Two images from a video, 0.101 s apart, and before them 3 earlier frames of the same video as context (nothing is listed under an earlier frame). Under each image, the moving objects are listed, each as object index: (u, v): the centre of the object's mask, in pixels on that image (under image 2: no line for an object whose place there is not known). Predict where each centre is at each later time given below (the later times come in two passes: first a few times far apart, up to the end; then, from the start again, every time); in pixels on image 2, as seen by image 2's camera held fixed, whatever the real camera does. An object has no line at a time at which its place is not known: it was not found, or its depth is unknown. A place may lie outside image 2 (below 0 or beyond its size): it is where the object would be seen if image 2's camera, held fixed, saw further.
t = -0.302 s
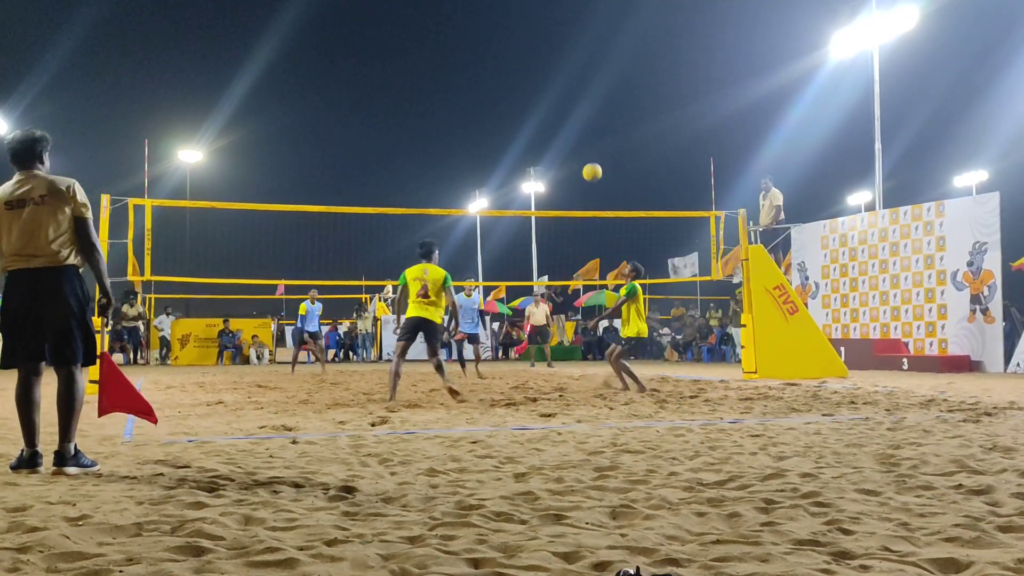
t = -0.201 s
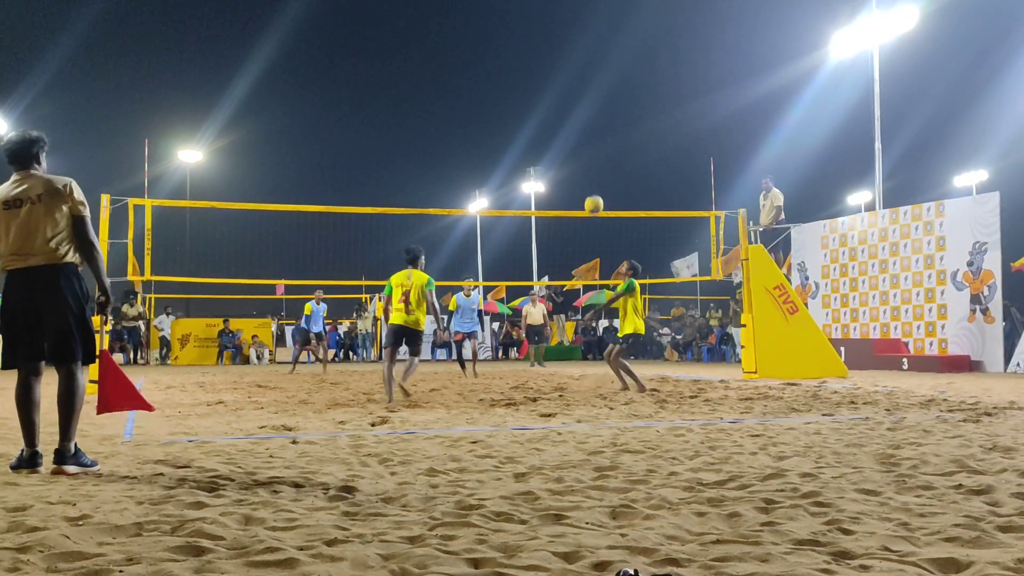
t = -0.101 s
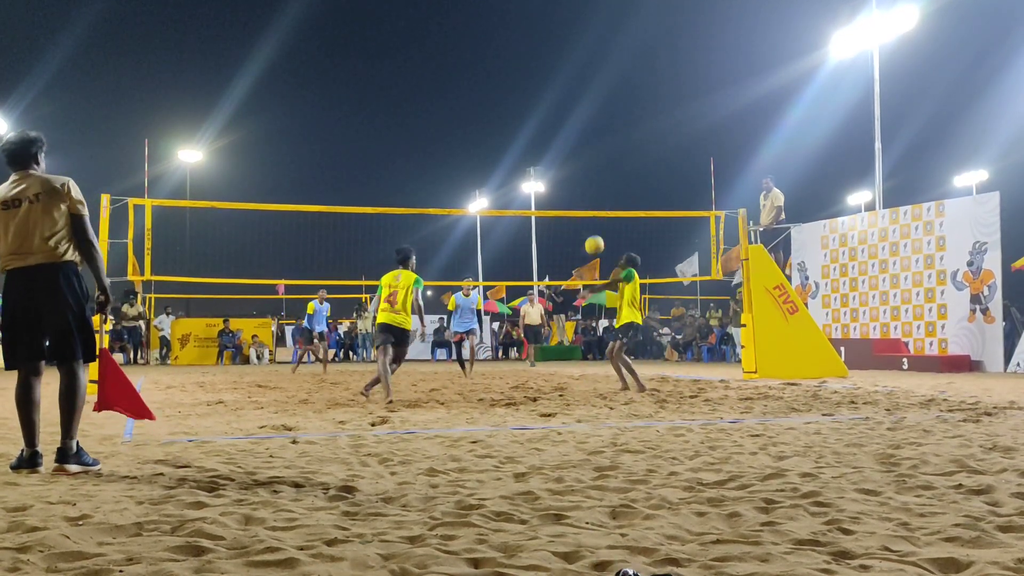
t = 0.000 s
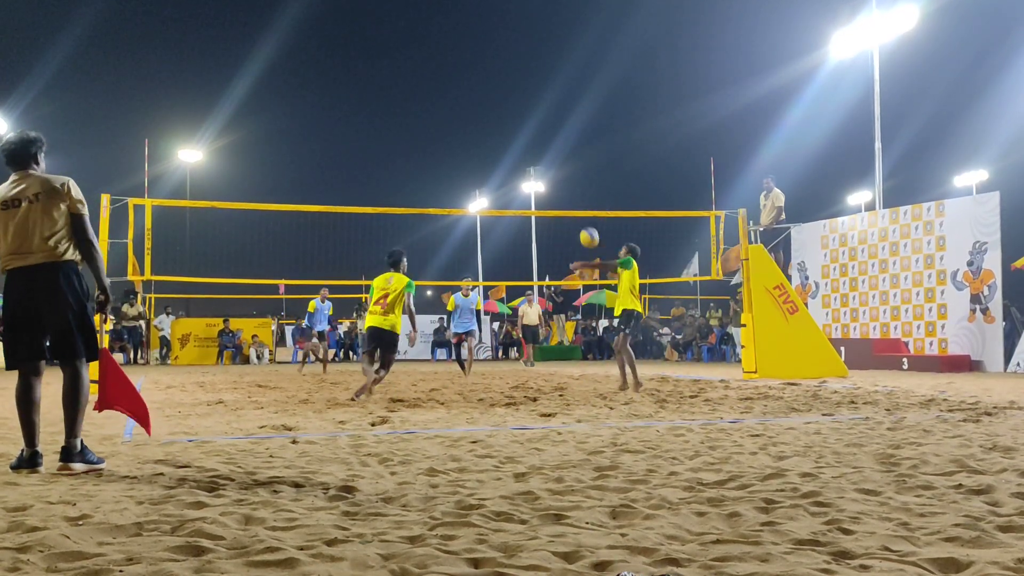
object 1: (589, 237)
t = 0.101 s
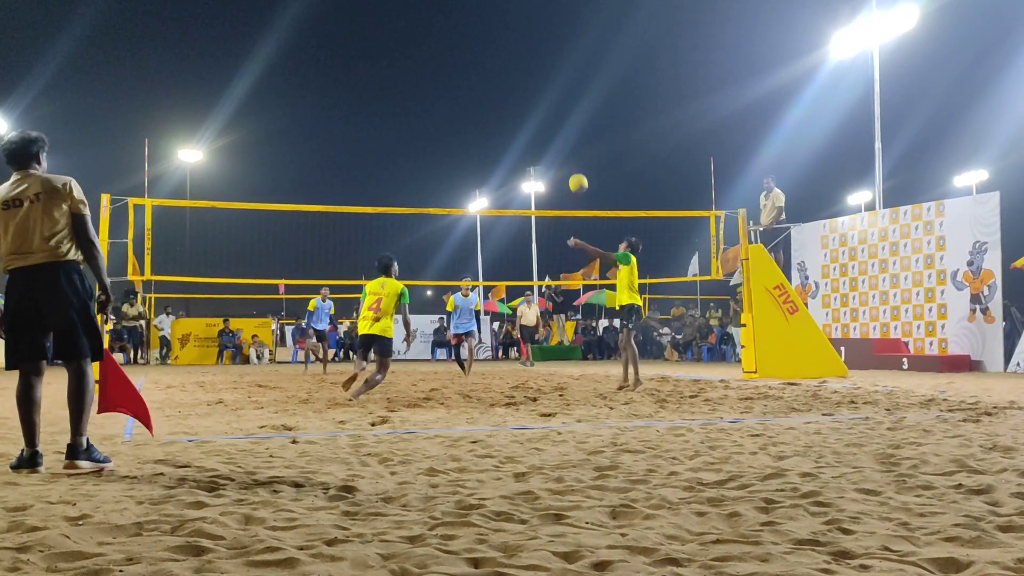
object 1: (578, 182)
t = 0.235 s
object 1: (564, 126)
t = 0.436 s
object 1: (544, 68)
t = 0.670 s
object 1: (520, 43)
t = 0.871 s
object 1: (501, 54)
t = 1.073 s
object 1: (482, 94)
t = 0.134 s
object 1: (574, 167)
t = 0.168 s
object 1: (571, 152)
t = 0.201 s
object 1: (568, 139)
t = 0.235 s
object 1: (564, 126)
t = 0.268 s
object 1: (561, 114)
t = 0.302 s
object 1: (557, 103)
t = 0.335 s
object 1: (554, 93)
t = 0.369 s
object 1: (551, 84)
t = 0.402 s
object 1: (547, 75)
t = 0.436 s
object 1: (544, 68)
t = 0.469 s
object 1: (540, 62)
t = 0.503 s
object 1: (537, 56)
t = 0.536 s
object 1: (533, 52)
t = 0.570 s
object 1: (530, 49)
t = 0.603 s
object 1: (527, 46)
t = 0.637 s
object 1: (523, 44)
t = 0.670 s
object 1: (520, 43)
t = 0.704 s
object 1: (517, 43)
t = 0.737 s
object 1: (514, 44)
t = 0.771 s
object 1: (510, 45)
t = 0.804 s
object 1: (507, 47)
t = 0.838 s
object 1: (504, 50)
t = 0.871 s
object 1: (501, 54)
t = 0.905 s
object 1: (498, 59)
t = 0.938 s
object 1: (495, 64)
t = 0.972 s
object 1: (491, 71)
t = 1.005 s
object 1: (488, 78)
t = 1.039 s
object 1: (485, 85)
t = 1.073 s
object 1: (482, 94)
